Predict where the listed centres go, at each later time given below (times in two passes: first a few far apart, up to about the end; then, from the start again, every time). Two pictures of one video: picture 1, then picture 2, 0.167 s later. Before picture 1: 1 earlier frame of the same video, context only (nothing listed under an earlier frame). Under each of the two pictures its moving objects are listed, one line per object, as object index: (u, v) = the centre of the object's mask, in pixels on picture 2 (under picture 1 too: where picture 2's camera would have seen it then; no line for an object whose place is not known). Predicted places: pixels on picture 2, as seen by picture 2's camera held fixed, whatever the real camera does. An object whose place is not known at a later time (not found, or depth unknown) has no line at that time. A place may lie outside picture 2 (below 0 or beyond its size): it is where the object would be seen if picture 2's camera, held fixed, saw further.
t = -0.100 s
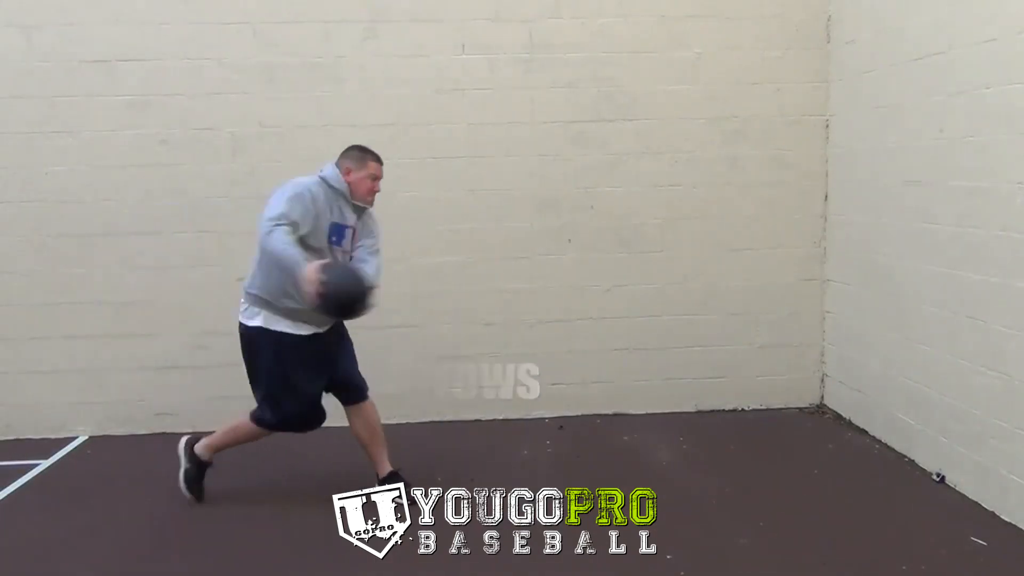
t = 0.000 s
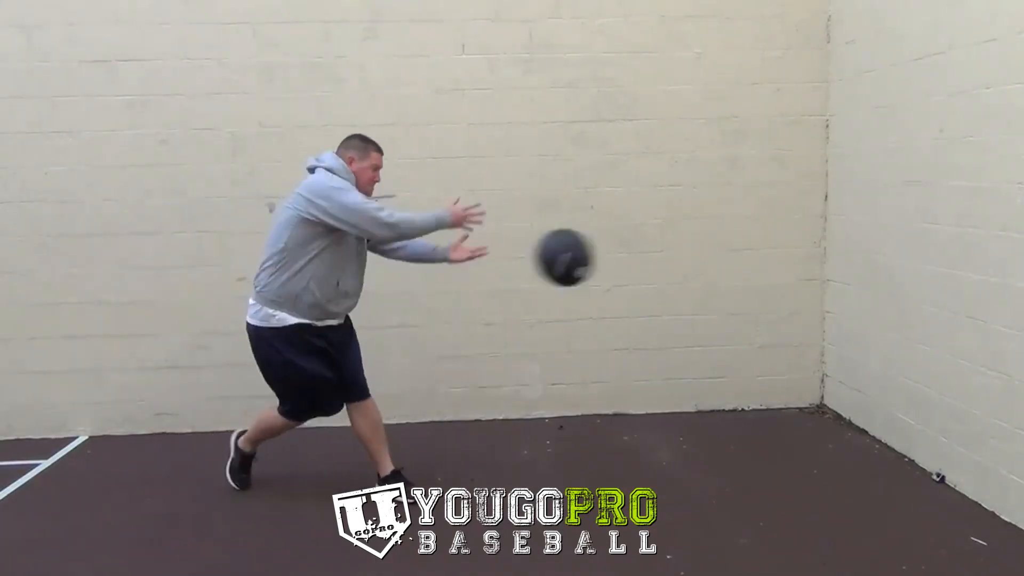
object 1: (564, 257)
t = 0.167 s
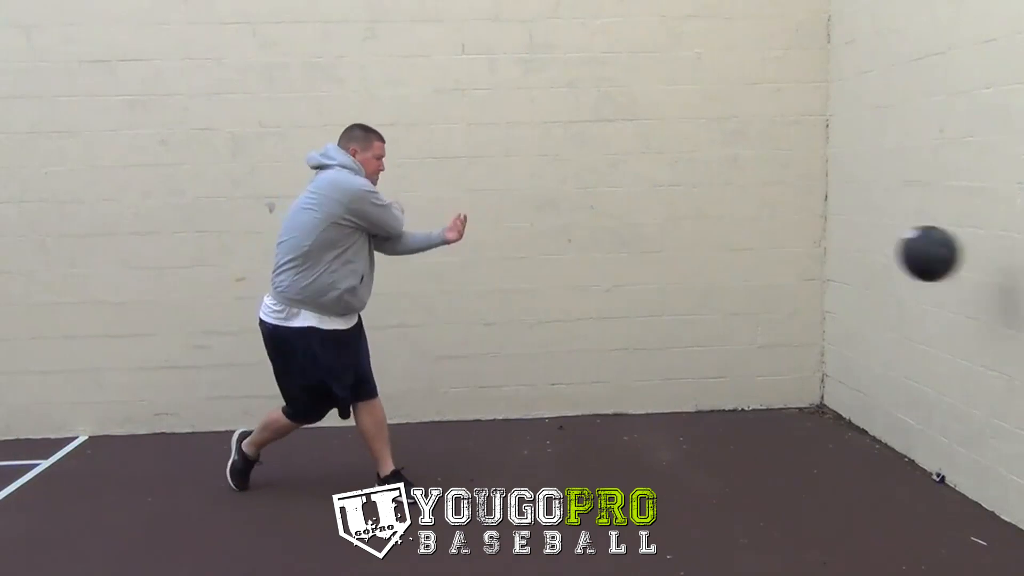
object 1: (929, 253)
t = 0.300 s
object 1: (880, 287)
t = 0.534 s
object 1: (603, 439)
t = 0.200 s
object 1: (996, 261)
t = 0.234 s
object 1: (962, 266)
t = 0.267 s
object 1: (921, 276)
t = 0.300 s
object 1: (880, 287)
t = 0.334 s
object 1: (840, 301)
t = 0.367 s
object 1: (799, 318)
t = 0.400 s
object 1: (759, 337)
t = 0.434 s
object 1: (720, 359)
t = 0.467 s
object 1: (680, 383)
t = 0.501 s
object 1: (641, 409)
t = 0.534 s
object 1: (603, 439)
